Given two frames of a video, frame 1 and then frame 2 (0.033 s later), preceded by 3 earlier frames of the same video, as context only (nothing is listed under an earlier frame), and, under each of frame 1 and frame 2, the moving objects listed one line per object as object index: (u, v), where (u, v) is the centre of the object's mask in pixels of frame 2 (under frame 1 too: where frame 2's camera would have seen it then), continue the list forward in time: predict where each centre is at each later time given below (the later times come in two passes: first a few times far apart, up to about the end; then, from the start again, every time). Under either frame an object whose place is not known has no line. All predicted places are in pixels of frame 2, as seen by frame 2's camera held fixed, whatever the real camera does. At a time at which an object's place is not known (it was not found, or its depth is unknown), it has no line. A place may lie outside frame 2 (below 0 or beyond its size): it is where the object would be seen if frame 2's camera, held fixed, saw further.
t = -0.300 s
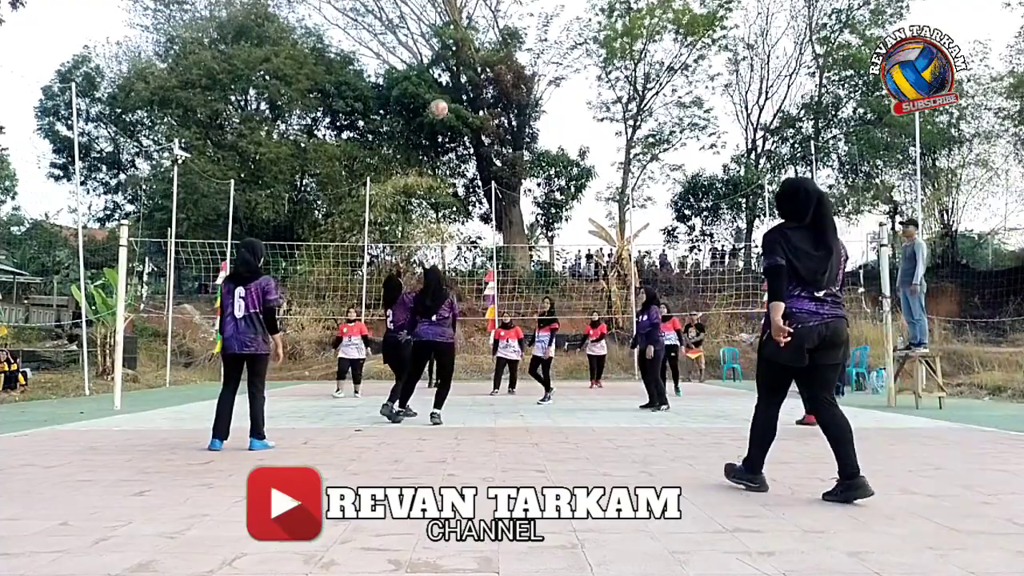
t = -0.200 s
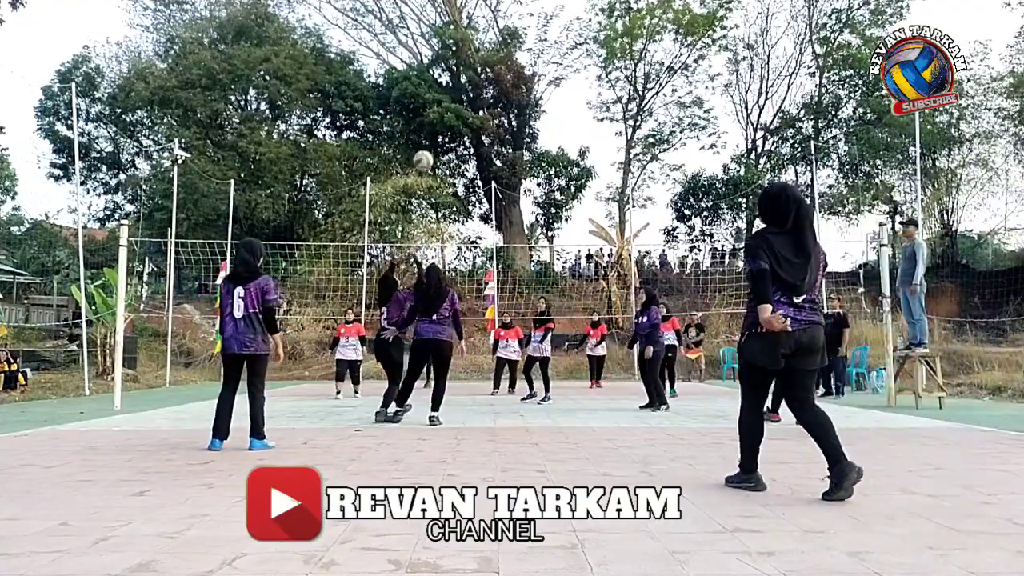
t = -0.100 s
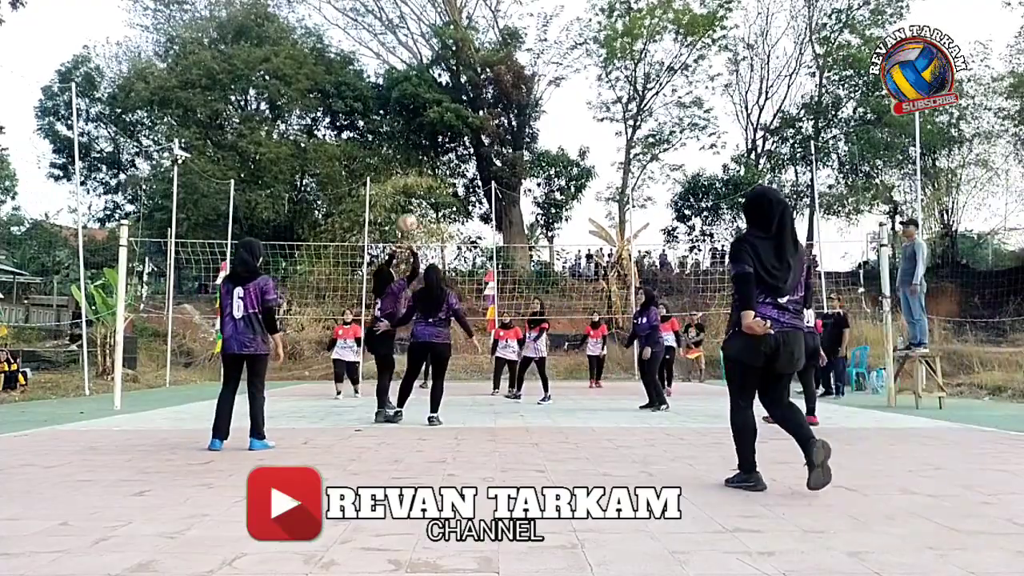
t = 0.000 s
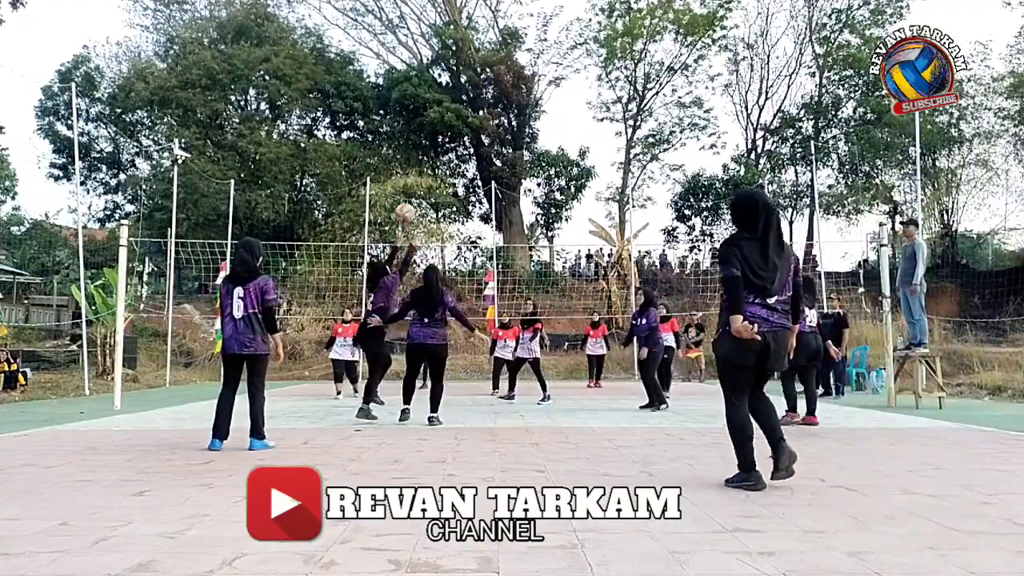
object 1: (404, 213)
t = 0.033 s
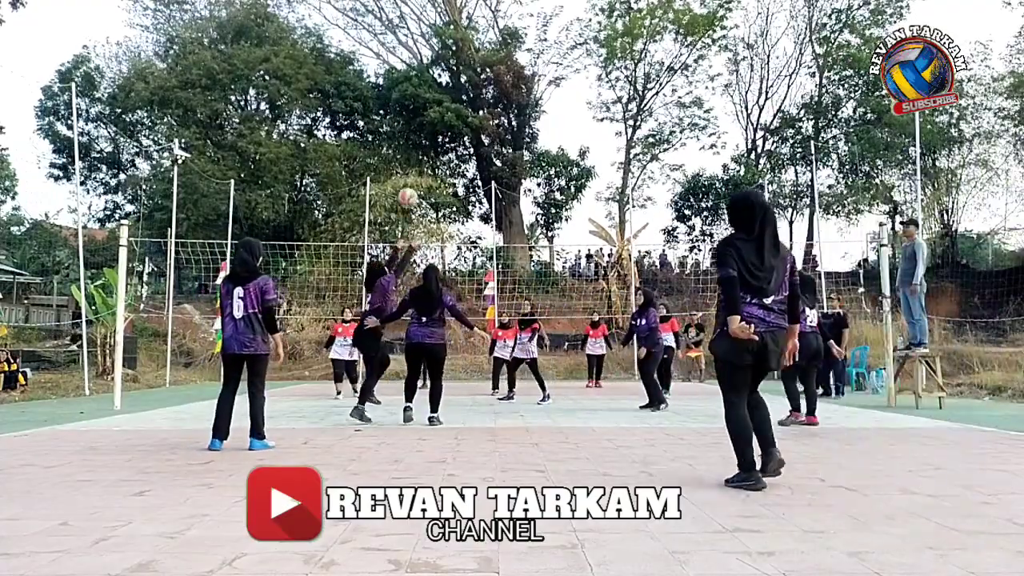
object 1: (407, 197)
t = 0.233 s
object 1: (425, 128)
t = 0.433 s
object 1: (444, 94)
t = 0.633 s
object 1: (459, 98)
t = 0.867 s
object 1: (478, 143)
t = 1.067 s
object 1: (494, 217)
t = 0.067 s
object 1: (411, 184)
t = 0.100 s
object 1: (414, 170)
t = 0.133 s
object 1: (418, 153)
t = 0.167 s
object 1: (419, 147)
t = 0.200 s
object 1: (422, 137)
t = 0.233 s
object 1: (425, 128)
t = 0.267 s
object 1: (428, 120)
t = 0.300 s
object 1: (433, 110)
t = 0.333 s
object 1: (434, 107)
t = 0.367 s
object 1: (437, 102)
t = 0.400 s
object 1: (440, 98)
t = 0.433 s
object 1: (444, 94)
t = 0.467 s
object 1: (445, 93)
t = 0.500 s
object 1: (448, 93)
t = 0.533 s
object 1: (450, 92)
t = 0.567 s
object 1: (453, 93)
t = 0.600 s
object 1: (456, 95)
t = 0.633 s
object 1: (459, 98)
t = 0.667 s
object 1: (462, 101)
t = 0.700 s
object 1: (466, 109)
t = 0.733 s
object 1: (468, 115)
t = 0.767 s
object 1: (470, 118)
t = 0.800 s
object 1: (472, 125)
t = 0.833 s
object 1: (475, 134)
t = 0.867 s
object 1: (478, 143)
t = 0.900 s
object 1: (480, 154)
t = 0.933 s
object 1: (483, 165)
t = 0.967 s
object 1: (486, 176)
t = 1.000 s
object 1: (489, 189)
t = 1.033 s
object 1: (493, 209)
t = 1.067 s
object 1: (494, 217)
